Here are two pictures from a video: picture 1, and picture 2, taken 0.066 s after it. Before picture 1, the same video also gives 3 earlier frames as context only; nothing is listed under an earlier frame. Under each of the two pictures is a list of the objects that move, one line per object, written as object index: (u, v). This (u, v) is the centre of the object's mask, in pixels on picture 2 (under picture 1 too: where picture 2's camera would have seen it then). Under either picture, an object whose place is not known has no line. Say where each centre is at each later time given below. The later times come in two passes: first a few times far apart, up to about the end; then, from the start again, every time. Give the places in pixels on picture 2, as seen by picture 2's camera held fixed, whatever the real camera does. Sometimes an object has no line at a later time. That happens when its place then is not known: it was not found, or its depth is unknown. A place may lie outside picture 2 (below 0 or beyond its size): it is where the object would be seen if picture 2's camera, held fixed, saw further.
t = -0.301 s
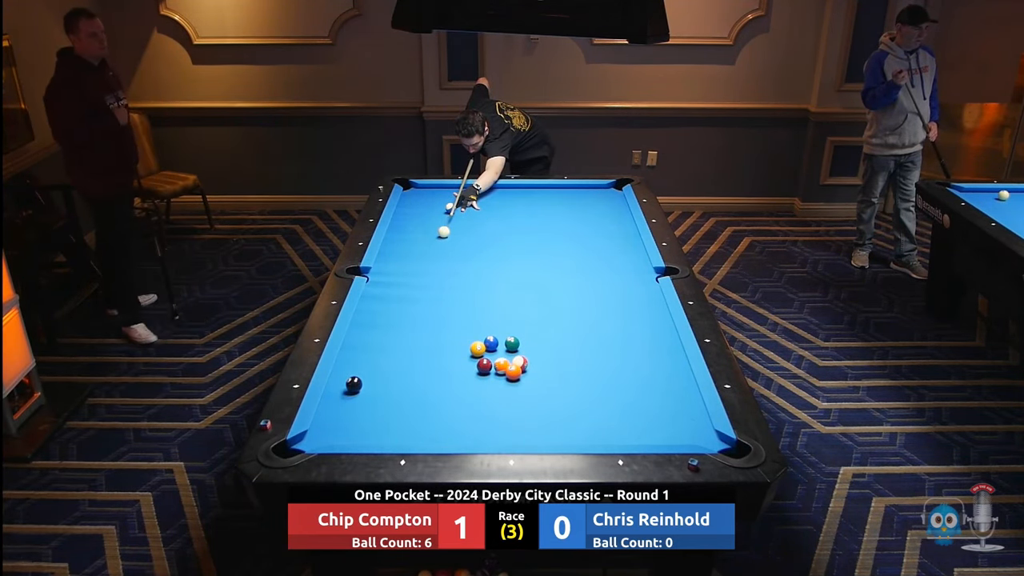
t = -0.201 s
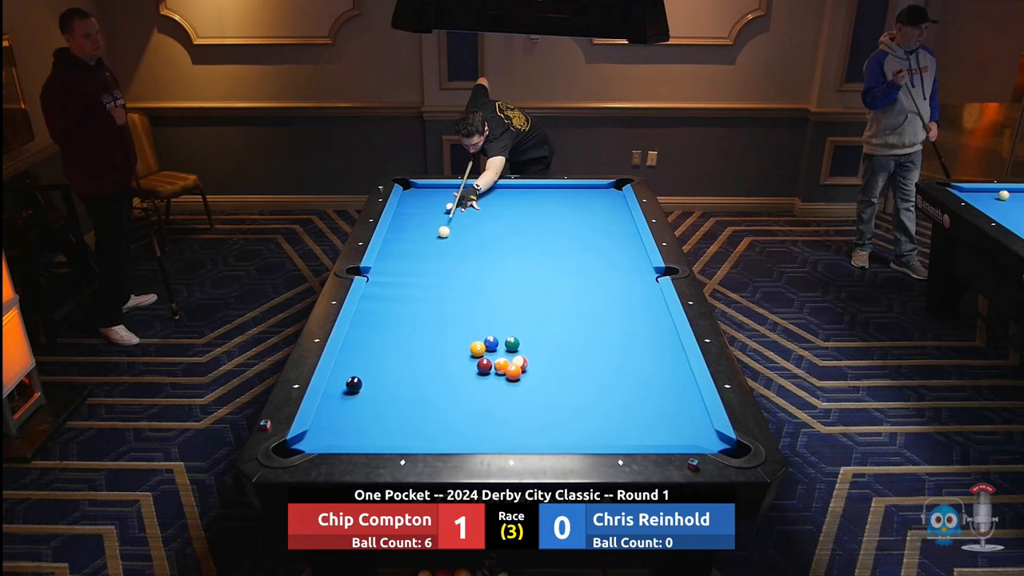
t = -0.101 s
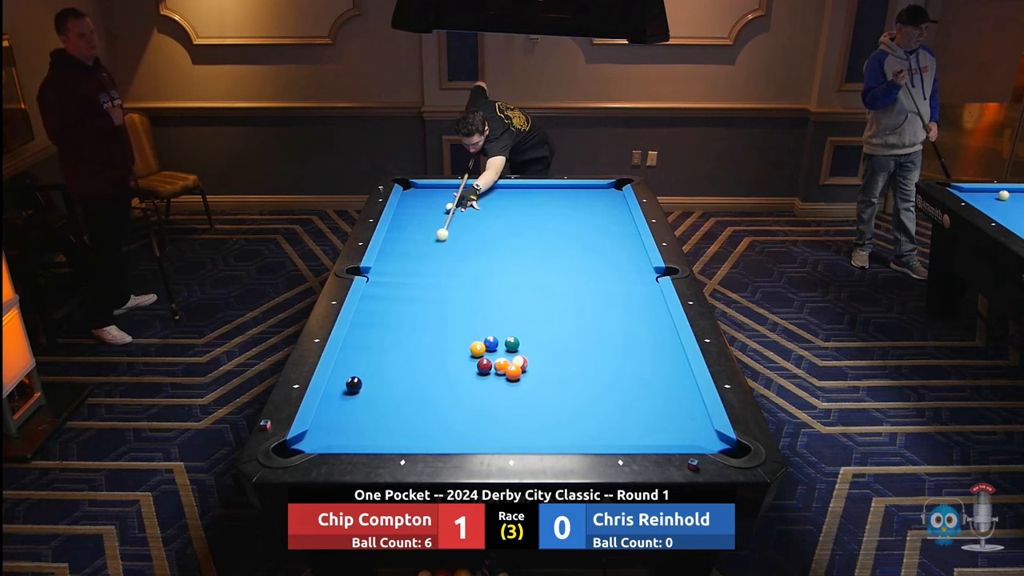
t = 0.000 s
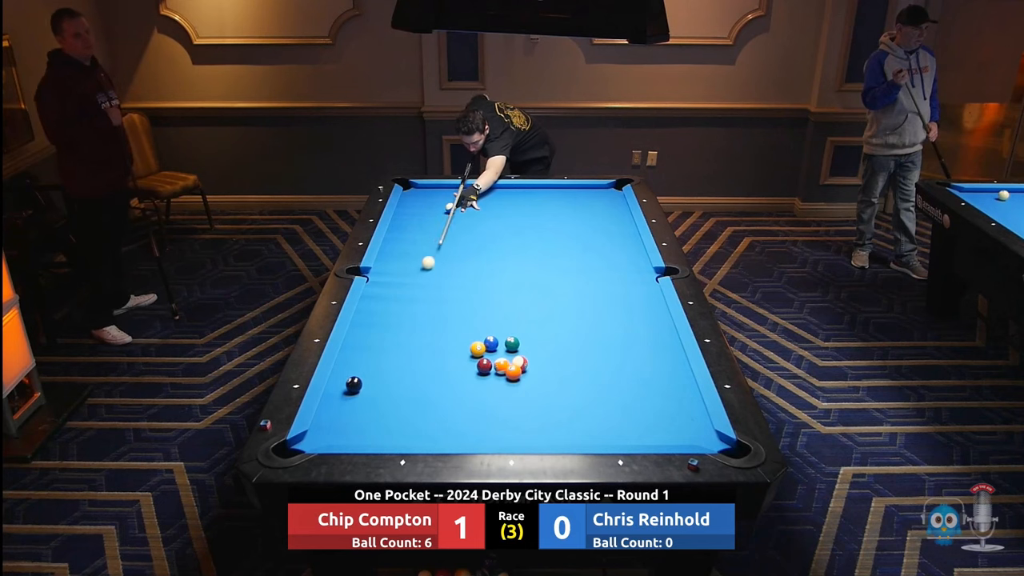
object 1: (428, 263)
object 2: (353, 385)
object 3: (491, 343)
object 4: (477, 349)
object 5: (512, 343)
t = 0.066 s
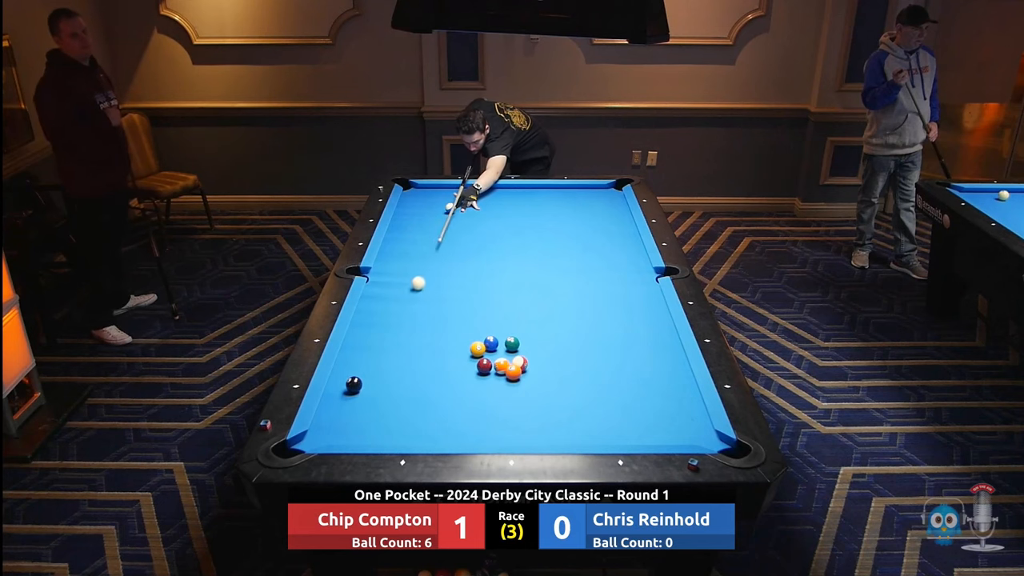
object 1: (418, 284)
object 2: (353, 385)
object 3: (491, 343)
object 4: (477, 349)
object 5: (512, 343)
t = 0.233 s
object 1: (388, 345)
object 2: (353, 385)
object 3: (491, 343)
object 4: (477, 349)
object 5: (512, 343)
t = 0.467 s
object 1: (401, 436)
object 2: (355, 397)
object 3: (491, 343)
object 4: (477, 349)
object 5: (512, 343)
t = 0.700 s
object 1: (465, 366)
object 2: (405, 410)
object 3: (491, 343)
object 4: (477, 349)
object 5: (512, 343)
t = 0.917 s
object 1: (490, 352)
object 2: (453, 422)
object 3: (518, 328)
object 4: (462, 335)
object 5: (517, 345)
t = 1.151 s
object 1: (509, 345)
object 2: (506, 435)
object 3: (545, 311)
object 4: (444, 323)
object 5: (528, 347)
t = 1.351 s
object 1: (518, 339)
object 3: (566, 297)
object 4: (430, 313)
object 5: (542, 349)
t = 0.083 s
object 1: (415, 289)
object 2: (353, 385)
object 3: (491, 343)
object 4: (477, 349)
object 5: (512, 343)
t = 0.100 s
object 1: (412, 294)
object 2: (353, 385)
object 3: (491, 343)
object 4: (477, 349)
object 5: (512, 343)
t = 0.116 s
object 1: (410, 300)
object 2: (353, 385)
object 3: (491, 343)
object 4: (477, 349)
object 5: (512, 343)
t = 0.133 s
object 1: (407, 306)
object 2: (353, 385)
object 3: (491, 343)
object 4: (477, 349)
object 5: (512, 343)
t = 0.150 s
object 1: (404, 312)
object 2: (353, 385)
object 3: (491, 343)
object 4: (477, 349)
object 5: (512, 343)
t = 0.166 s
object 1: (401, 318)
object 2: (353, 385)
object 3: (491, 343)
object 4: (477, 349)
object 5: (512, 343)
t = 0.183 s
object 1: (398, 325)
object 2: (353, 385)
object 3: (491, 343)
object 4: (477, 349)
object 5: (512, 343)
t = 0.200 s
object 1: (394, 331)
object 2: (353, 385)
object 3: (491, 343)
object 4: (477, 349)
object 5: (512, 343)
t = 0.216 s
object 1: (391, 338)
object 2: (353, 385)
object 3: (491, 343)
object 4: (477, 349)
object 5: (512, 343)
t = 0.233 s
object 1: (388, 345)
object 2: (353, 385)
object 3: (491, 343)
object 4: (477, 349)
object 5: (512, 343)
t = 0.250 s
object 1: (384, 352)
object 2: (353, 385)
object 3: (491, 343)
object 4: (477, 349)
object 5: (512, 343)
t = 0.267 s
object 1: (381, 360)
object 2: (353, 385)
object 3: (491, 343)
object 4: (477, 349)
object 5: (512, 343)
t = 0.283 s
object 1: (377, 367)
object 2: (353, 385)
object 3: (491, 343)
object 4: (477, 349)
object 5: (512, 343)
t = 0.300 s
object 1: (373, 375)
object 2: (353, 385)
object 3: (491, 343)
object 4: (477, 349)
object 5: (512, 343)
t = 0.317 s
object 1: (371, 383)
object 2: (351, 385)
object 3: (491, 343)
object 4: (477, 349)
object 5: (512, 343)
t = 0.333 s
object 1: (374, 390)
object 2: (344, 387)
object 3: (491, 343)
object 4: (477, 349)
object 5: (512, 343)
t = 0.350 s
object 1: (377, 397)
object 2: (336, 389)
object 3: (491, 343)
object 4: (477, 349)
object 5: (512, 343)
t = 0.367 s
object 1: (381, 404)
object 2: (331, 391)
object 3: (491, 343)
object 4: (477, 349)
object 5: (512, 343)
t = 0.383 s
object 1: (383, 411)
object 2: (335, 392)
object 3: (491, 343)
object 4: (477, 349)
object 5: (512, 343)
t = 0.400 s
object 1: (386, 419)
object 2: (339, 393)
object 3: (491, 343)
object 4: (477, 349)
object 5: (512, 343)
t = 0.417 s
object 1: (389, 427)
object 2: (343, 394)
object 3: (491, 343)
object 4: (477, 349)
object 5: (512, 343)
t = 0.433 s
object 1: (392, 434)
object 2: (347, 395)
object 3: (491, 343)
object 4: (477, 349)
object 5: (512, 343)
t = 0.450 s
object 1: (395, 439)
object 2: (351, 396)
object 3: (491, 343)
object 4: (477, 349)
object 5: (512, 343)
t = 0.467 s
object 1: (401, 436)
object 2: (355, 397)
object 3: (491, 343)
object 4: (477, 349)
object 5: (512, 343)
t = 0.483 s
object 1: (406, 430)
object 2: (358, 398)
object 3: (491, 343)
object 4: (477, 349)
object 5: (512, 343)
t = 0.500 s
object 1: (412, 424)
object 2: (362, 399)
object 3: (491, 343)
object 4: (477, 349)
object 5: (512, 343)
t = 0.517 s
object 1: (417, 418)
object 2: (365, 400)
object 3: (491, 343)
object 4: (477, 349)
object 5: (512, 343)
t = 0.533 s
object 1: (422, 412)
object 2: (369, 401)
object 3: (491, 343)
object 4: (477, 349)
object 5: (512, 343)
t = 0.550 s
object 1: (427, 406)
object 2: (372, 402)
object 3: (491, 343)
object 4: (477, 349)
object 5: (512, 343)
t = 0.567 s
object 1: (432, 401)
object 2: (376, 403)
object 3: (491, 343)
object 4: (477, 349)
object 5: (512, 343)
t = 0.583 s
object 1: (436, 396)
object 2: (379, 404)
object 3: (491, 343)
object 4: (477, 349)
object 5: (512, 343)
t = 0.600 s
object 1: (441, 391)
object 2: (383, 405)
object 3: (491, 343)
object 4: (477, 349)
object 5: (512, 343)
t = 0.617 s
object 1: (445, 386)
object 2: (387, 405)
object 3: (491, 343)
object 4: (477, 349)
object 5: (512, 343)
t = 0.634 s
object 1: (449, 382)
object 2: (390, 407)
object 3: (491, 343)
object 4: (477, 349)
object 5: (512, 343)
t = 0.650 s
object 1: (453, 377)
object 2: (394, 408)
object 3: (491, 343)
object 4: (477, 349)
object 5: (512, 343)
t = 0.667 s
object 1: (457, 373)
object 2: (398, 409)
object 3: (491, 343)
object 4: (477, 349)
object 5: (512, 343)
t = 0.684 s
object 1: (461, 369)
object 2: (401, 409)
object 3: (491, 343)
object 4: (477, 349)
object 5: (512, 343)
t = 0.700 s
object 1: (465, 366)
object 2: (405, 410)
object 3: (491, 343)
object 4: (477, 349)
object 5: (512, 343)
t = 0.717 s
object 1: (468, 362)
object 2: (409, 411)
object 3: (491, 343)
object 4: (478, 348)
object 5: (512, 343)
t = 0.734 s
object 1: (472, 358)
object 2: (412, 412)
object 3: (491, 343)
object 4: (478, 347)
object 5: (512, 343)
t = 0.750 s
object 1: (473, 357)
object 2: (416, 413)
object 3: (492, 343)
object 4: (479, 345)
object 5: (512, 343)
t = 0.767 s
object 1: (475, 357)
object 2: (420, 414)
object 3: (495, 341)
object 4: (476, 344)
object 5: (512, 343)
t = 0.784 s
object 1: (476, 356)
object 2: (423, 415)
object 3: (499, 340)
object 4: (474, 343)
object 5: (512, 344)
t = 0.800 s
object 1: (477, 356)
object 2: (427, 416)
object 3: (501, 337)
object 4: (472, 343)
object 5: (512, 344)
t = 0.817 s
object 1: (479, 355)
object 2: (431, 417)
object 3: (504, 335)
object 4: (470, 342)
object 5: (513, 344)
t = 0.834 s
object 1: (481, 354)
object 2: (434, 418)
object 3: (506, 334)
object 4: (469, 340)
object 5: (514, 344)
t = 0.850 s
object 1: (483, 354)
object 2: (438, 419)
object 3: (509, 332)
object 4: (468, 339)
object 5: (514, 344)
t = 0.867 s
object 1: (485, 353)
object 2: (442, 420)
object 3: (512, 331)
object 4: (466, 339)
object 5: (515, 344)
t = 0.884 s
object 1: (487, 353)
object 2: (446, 421)
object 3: (514, 330)
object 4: (465, 338)
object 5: (515, 344)
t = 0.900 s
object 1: (489, 353)
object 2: (449, 421)
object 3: (516, 329)
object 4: (463, 336)
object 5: (516, 345)
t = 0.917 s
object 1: (490, 352)
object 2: (453, 422)
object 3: (518, 328)
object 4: (462, 335)
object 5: (517, 345)
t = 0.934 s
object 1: (492, 352)
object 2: (457, 423)
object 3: (520, 326)
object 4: (461, 335)
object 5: (517, 345)
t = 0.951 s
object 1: (493, 352)
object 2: (461, 424)
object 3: (522, 325)
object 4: (459, 334)
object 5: (518, 345)
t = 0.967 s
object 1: (495, 351)
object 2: (464, 425)
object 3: (524, 324)
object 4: (458, 333)
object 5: (518, 345)
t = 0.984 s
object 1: (496, 350)
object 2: (468, 426)
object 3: (526, 323)
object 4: (457, 332)
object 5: (519, 346)
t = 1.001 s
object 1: (498, 350)
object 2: (472, 427)
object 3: (528, 321)
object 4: (455, 331)
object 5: (520, 346)
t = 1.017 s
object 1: (500, 349)
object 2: (476, 428)
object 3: (530, 320)
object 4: (454, 330)
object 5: (520, 346)
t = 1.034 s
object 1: (502, 349)
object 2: (480, 430)
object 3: (532, 319)
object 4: (453, 329)
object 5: (521, 346)
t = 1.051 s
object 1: (503, 348)
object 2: (483, 430)
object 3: (534, 318)
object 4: (452, 328)
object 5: (521, 346)
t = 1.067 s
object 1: (504, 348)
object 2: (487, 431)
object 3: (536, 317)
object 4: (450, 327)
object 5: (522, 346)
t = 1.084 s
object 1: (506, 347)
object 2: (491, 432)
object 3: (538, 315)
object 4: (449, 326)
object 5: (522, 346)
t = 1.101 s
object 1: (507, 347)
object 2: (495, 432)
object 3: (540, 314)
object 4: (448, 326)
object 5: (524, 347)
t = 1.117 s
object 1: (508, 346)
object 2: (499, 433)
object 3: (541, 313)
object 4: (447, 325)
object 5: (525, 347)
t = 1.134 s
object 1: (509, 346)
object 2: (503, 434)
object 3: (543, 312)
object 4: (446, 324)
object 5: (526, 347)
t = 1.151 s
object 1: (509, 345)
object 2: (506, 435)
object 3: (545, 311)
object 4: (444, 323)
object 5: (528, 347)
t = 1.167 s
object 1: (510, 344)
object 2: (510, 435)
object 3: (547, 309)
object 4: (443, 322)
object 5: (529, 347)
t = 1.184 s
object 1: (511, 344)
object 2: (514, 436)
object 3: (549, 308)
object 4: (442, 321)
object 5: (530, 347)
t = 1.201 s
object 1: (511, 343)
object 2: (518, 436)
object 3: (550, 307)
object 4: (441, 320)
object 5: (531, 347)
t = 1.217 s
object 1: (512, 343)
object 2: (522, 437)
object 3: (552, 306)
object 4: (440, 319)
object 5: (532, 347)
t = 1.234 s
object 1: (513, 342)
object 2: (526, 438)
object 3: (554, 305)
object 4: (438, 319)
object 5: (534, 348)
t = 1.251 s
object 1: (513, 342)
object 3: (556, 304)
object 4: (437, 318)
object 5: (535, 348)
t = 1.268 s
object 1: (514, 341)
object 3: (557, 303)
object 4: (436, 317)
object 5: (536, 348)
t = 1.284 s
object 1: (515, 341)
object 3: (559, 302)
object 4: (435, 316)
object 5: (537, 348)
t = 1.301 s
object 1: (516, 340)
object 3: (561, 300)
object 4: (434, 315)
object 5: (538, 349)
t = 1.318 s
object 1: (516, 340)
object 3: (563, 299)
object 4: (433, 315)
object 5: (540, 349)
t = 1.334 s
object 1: (517, 339)
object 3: (564, 298)
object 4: (431, 314)
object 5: (541, 349)
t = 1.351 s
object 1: (518, 339)
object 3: (566, 297)
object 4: (430, 313)
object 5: (542, 349)
